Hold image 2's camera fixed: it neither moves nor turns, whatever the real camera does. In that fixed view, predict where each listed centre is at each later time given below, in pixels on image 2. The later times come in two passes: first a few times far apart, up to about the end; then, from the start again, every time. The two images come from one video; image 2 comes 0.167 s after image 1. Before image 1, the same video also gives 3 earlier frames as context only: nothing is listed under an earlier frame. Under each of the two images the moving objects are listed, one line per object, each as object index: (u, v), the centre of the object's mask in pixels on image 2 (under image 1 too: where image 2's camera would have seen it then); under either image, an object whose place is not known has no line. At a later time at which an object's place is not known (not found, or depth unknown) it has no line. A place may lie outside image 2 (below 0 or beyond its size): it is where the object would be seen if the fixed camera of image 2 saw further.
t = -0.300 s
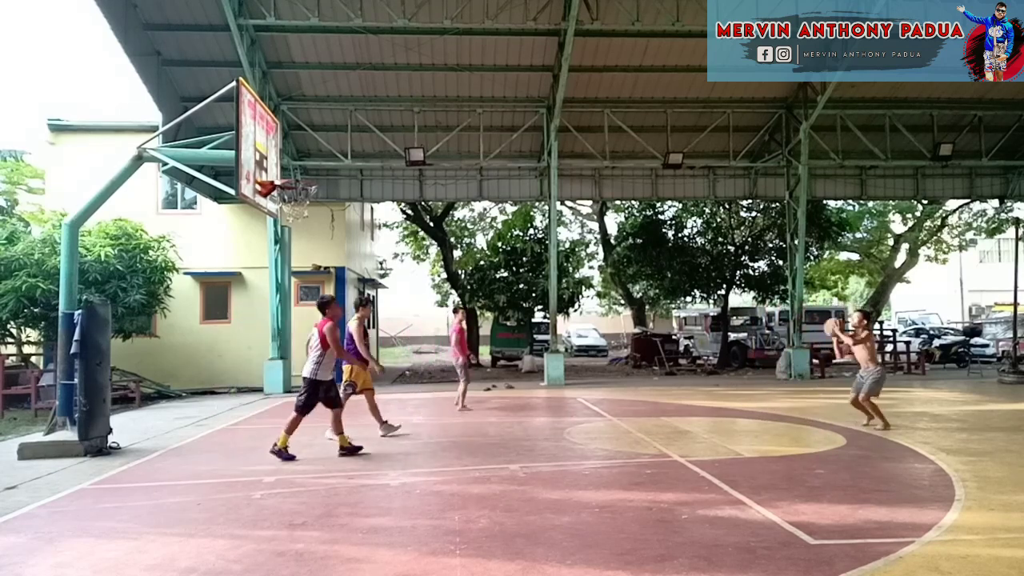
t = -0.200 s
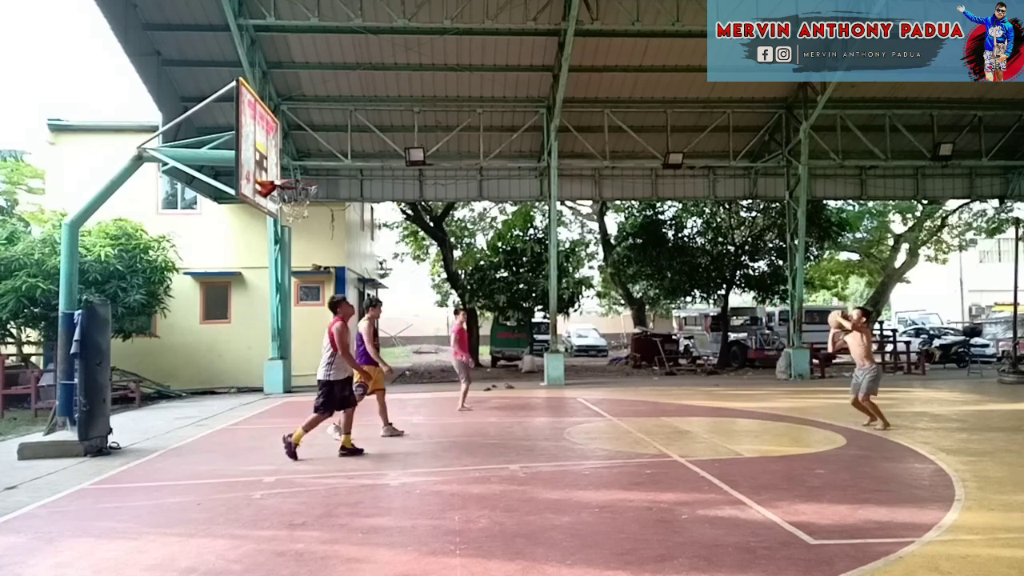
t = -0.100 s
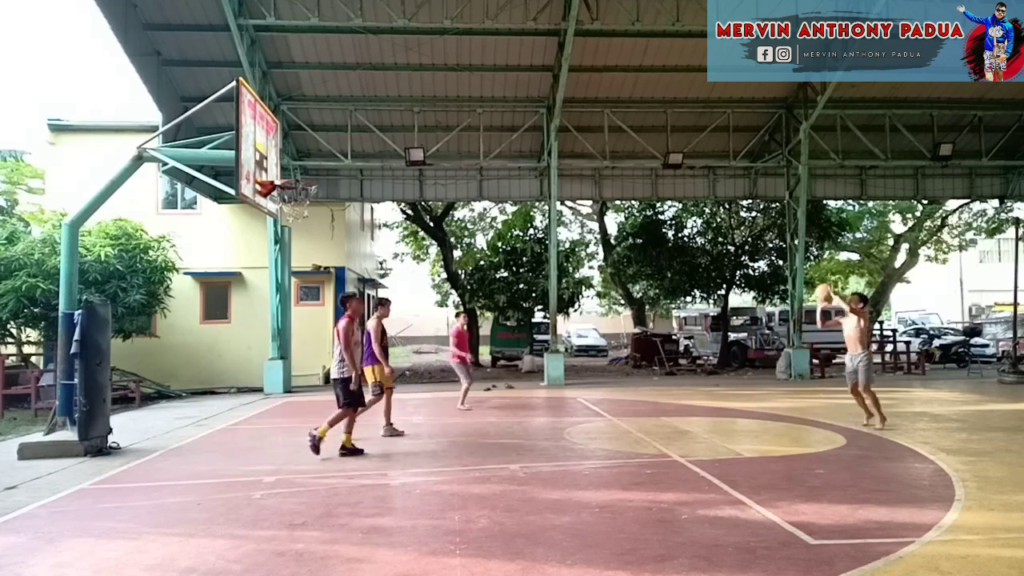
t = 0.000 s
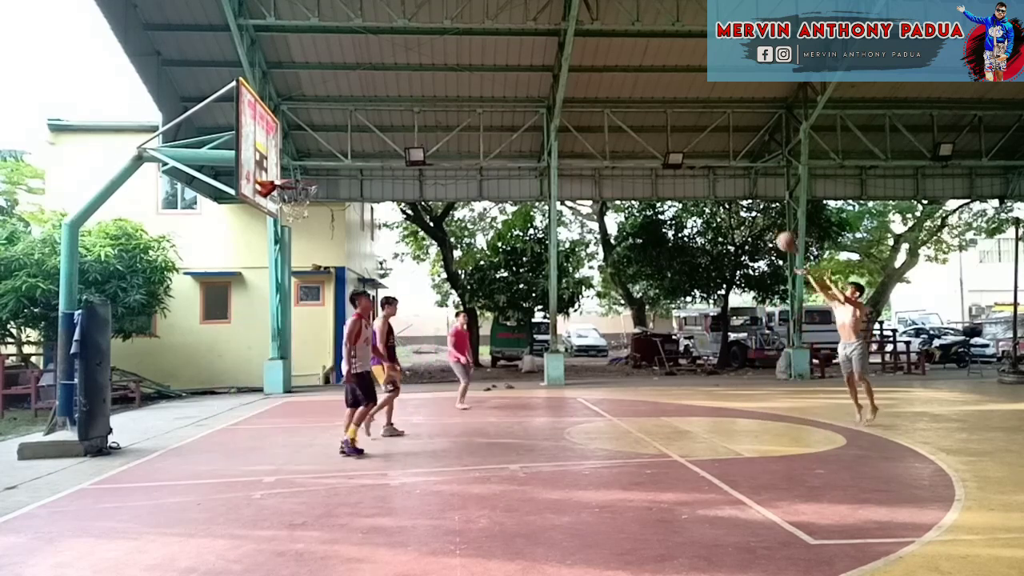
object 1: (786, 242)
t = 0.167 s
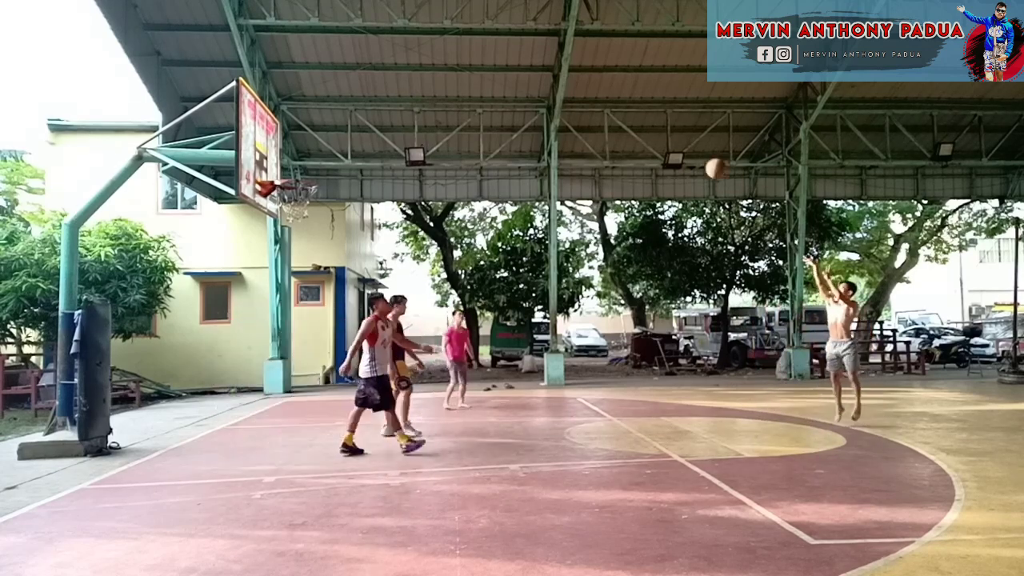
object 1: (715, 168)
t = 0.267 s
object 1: (671, 135)
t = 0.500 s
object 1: (578, 88)
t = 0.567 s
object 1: (551, 83)
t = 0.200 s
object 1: (701, 156)
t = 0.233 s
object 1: (687, 145)
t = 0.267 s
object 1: (671, 135)
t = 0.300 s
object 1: (660, 126)
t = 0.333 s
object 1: (645, 117)
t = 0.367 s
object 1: (632, 109)
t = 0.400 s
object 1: (618, 103)
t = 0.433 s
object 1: (606, 98)
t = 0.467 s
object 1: (592, 93)
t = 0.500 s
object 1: (578, 88)
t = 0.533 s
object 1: (565, 85)
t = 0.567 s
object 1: (551, 83)
